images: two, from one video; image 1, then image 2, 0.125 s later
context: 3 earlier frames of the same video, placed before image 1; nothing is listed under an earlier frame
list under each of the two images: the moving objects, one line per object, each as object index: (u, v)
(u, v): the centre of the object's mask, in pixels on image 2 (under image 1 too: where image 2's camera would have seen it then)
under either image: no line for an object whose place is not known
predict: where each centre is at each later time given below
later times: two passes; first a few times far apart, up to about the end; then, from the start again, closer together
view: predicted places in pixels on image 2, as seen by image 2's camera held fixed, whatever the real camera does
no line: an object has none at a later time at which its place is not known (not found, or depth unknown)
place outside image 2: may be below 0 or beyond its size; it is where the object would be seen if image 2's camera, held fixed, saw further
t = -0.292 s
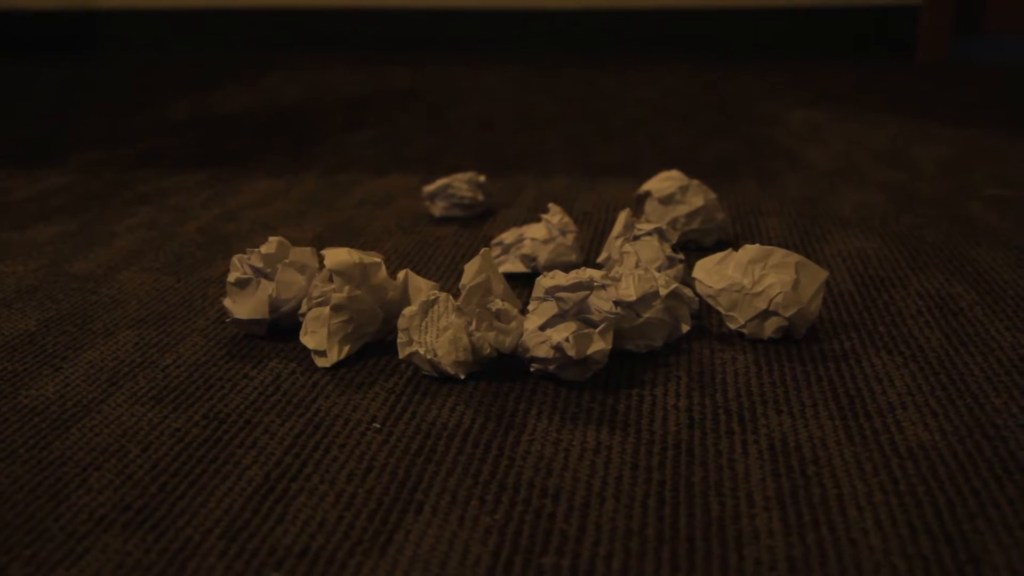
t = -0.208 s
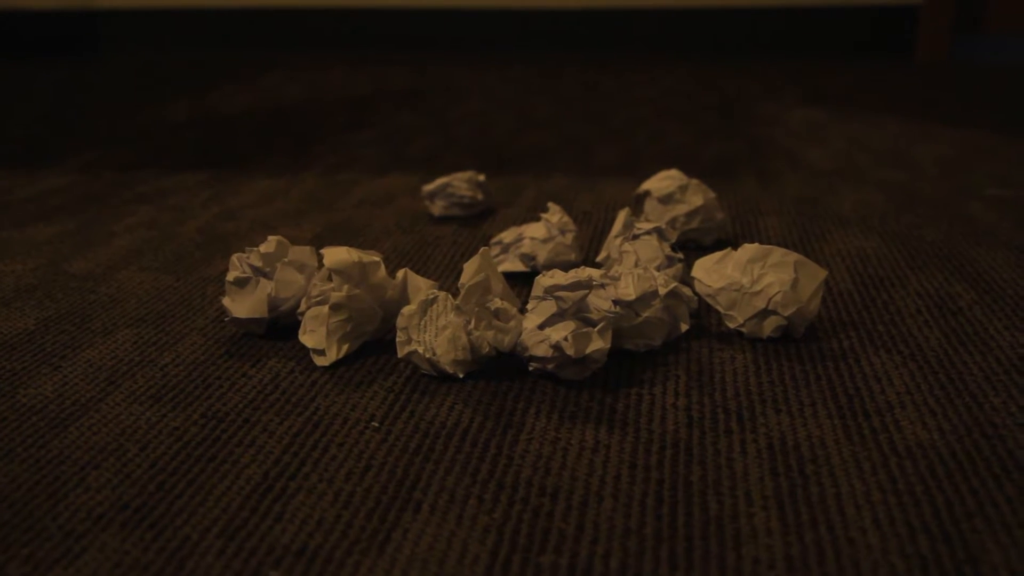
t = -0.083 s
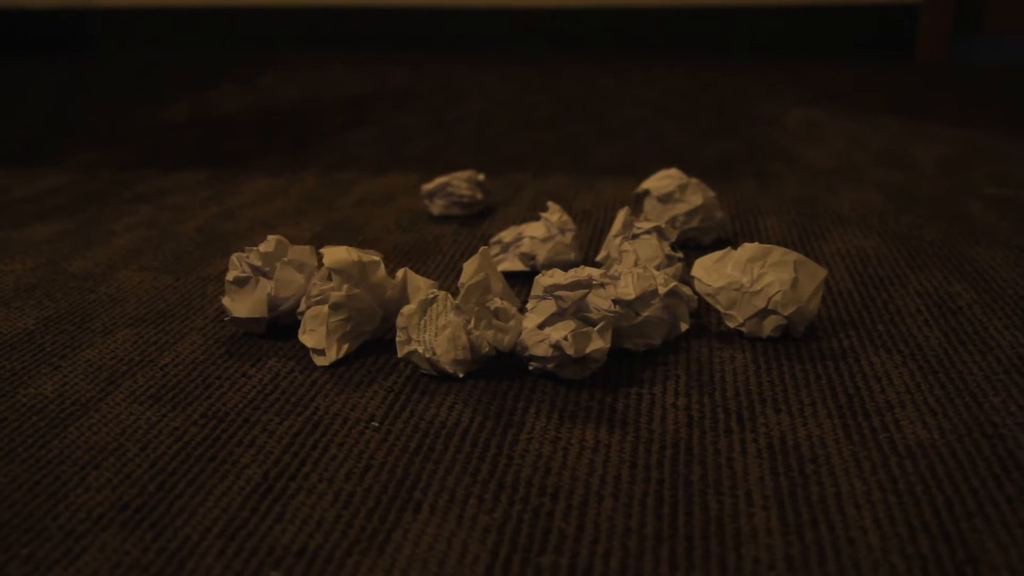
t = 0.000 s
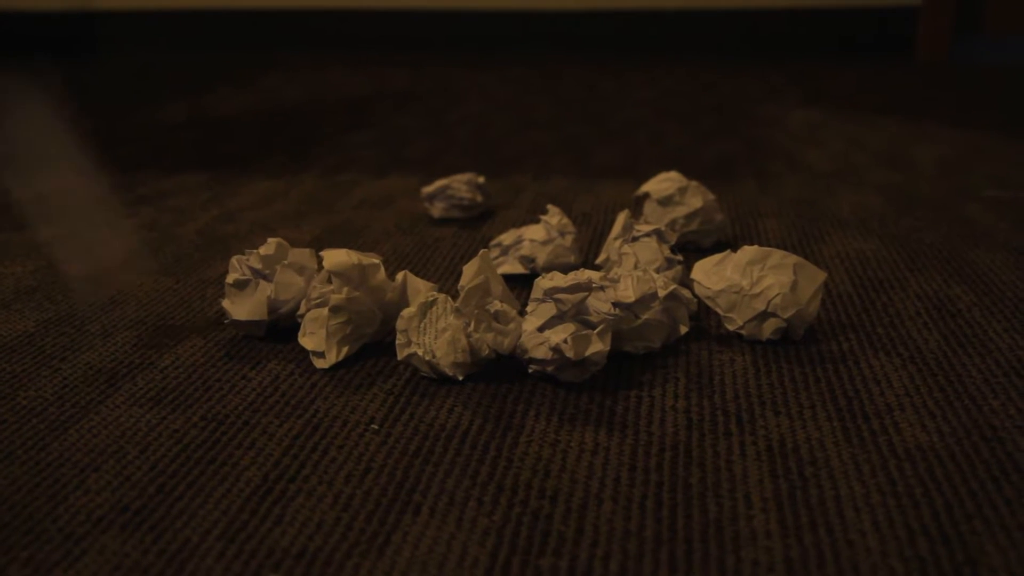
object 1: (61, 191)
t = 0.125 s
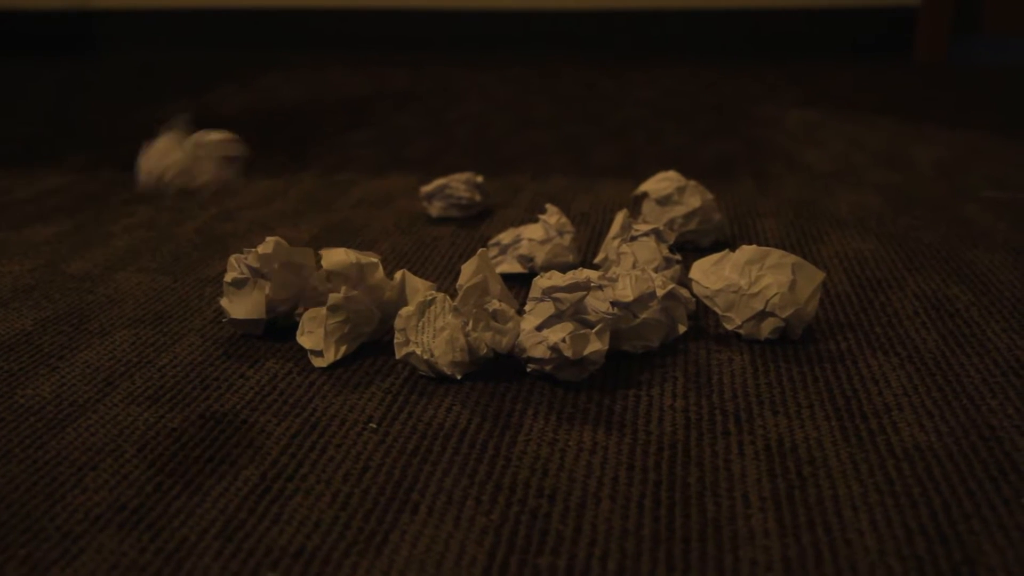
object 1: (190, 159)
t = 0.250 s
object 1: (282, 227)
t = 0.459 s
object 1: (387, 360)
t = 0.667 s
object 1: (396, 365)
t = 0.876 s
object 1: (393, 378)
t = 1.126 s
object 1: (393, 377)
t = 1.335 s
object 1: (393, 378)
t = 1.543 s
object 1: (392, 378)
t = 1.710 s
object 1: (393, 378)
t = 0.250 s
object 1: (282, 227)
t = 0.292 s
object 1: (328, 324)
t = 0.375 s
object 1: (356, 307)
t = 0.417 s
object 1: (373, 314)
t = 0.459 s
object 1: (387, 360)
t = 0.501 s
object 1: (399, 372)
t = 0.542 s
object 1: (399, 360)
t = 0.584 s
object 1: (394, 361)
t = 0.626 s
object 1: (396, 364)
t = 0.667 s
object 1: (396, 365)
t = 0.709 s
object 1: (393, 367)
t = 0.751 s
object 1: (391, 370)
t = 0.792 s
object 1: (392, 376)
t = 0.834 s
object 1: (394, 377)
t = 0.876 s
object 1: (393, 378)
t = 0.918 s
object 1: (393, 377)
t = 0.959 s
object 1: (393, 378)
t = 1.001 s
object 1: (393, 377)
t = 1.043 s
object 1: (393, 377)
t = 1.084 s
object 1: (393, 378)
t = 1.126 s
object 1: (393, 377)
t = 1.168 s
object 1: (392, 378)
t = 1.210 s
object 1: (393, 378)
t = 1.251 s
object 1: (393, 378)
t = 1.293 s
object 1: (393, 378)
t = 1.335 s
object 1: (393, 378)
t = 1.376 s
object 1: (393, 378)
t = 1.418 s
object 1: (393, 378)
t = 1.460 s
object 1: (393, 377)
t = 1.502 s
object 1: (393, 378)
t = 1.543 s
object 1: (392, 378)
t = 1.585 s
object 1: (393, 378)
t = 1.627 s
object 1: (393, 378)
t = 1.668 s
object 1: (393, 377)
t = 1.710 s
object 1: (393, 378)
